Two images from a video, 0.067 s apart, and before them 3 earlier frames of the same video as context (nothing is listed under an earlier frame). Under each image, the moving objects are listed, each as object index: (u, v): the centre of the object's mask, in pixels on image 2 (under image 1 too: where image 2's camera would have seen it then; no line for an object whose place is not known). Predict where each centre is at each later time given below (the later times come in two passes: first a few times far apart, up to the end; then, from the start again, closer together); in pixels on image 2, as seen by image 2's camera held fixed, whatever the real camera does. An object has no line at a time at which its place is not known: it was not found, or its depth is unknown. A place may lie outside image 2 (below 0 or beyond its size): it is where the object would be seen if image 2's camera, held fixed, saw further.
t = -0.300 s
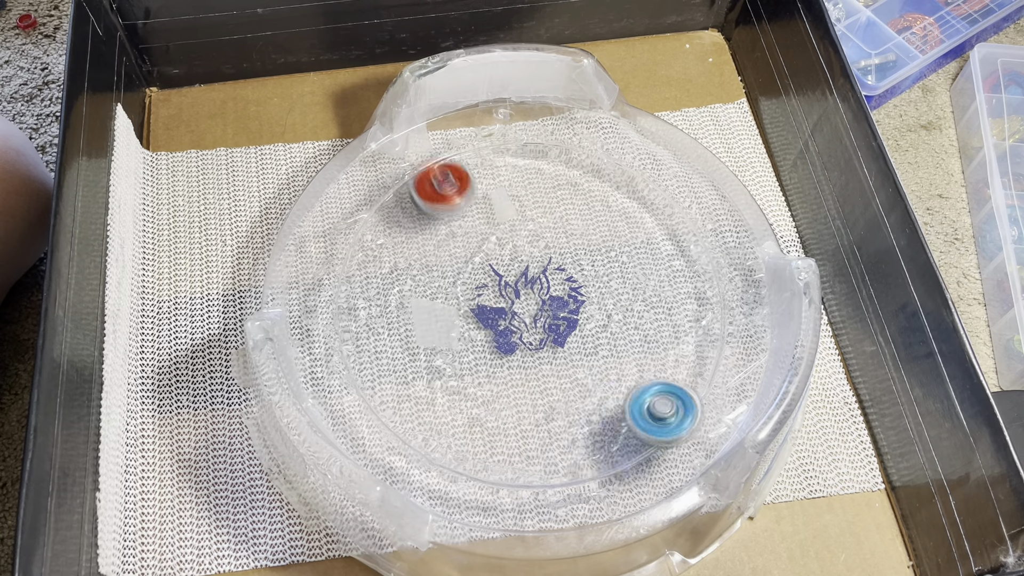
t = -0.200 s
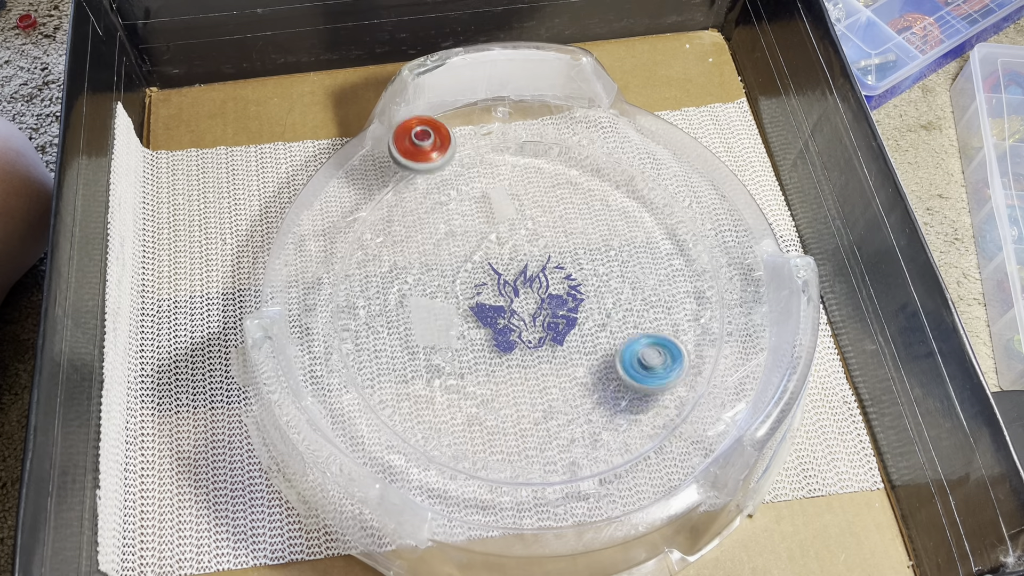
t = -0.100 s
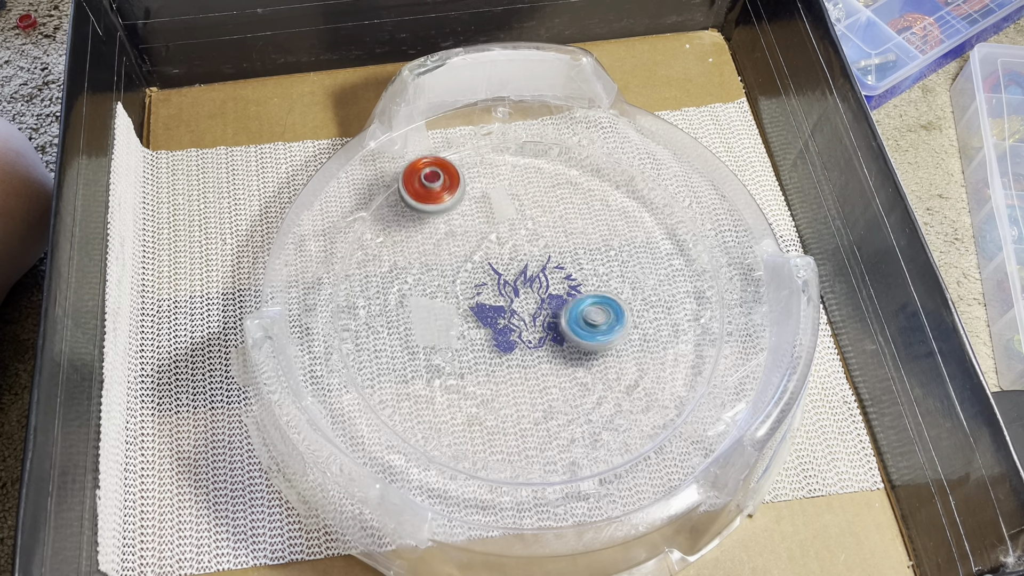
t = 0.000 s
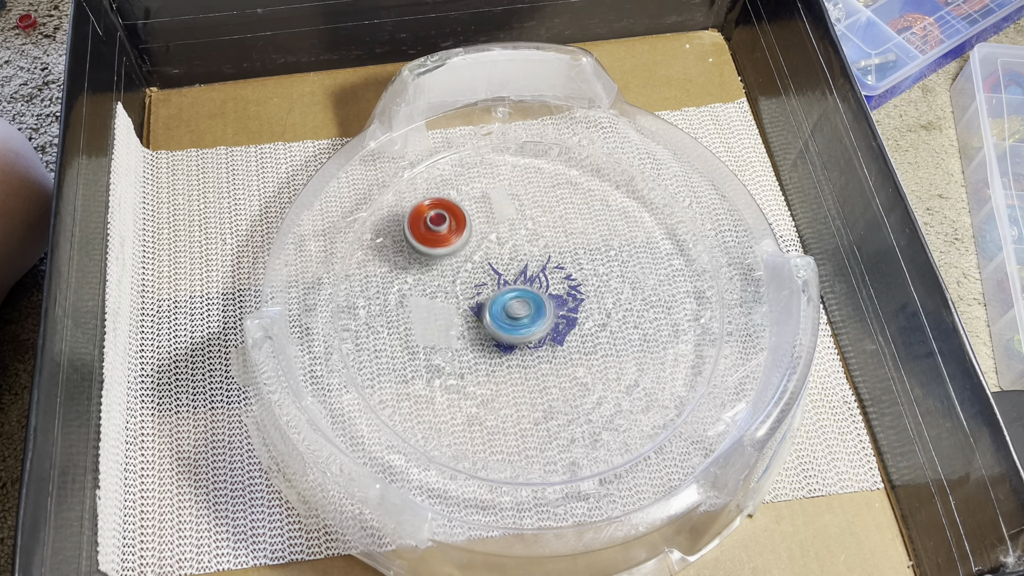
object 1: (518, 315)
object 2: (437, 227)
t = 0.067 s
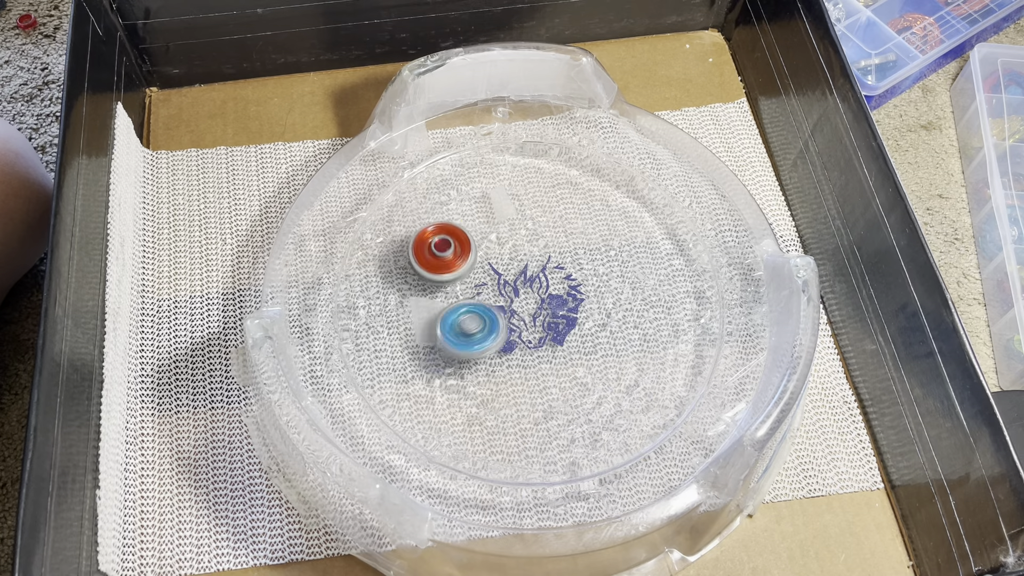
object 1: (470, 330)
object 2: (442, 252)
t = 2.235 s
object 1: (455, 219)
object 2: (457, 350)
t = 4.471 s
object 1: (519, 319)
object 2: (430, 294)
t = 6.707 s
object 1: (531, 301)
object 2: (653, 311)
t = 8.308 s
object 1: (521, 286)
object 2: (493, 346)
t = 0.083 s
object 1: (458, 336)
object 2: (443, 258)
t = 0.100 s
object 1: (448, 343)
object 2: (445, 263)
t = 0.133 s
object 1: (434, 359)
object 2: (448, 272)
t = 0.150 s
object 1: (427, 369)
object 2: (450, 276)
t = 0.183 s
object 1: (420, 388)
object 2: (453, 285)
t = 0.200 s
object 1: (418, 398)
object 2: (455, 289)
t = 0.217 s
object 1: (417, 408)
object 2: (457, 293)
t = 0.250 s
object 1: (415, 428)
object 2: (462, 301)
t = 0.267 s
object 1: (422, 434)
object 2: (464, 304)
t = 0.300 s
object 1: (449, 441)
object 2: (469, 311)
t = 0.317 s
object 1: (461, 443)
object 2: (472, 314)
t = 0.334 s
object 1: (471, 444)
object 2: (475, 317)
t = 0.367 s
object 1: (487, 446)
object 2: (482, 323)
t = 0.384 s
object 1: (494, 445)
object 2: (485, 325)
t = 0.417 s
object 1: (506, 442)
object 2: (492, 330)
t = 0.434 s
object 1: (513, 438)
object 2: (496, 332)
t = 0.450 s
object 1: (519, 434)
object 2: (499, 334)
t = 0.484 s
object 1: (532, 423)
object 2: (507, 338)
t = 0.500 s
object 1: (538, 416)
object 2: (511, 340)
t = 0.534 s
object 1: (548, 402)
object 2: (517, 338)
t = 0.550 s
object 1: (553, 398)
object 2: (518, 332)
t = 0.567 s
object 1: (557, 393)
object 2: (519, 326)
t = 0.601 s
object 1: (561, 379)
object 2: (521, 319)
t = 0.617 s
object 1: (560, 373)
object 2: (523, 315)
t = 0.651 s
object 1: (586, 412)
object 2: (504, 248)
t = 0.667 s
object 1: (598, 429)
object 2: (495, 216)
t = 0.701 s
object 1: (617, 449)
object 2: (481, 155)
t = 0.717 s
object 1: (621, 443)
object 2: (473, 126)
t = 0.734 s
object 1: (627, 440)
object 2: (472, 114)
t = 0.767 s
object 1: (633, 428)
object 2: (472, 118)
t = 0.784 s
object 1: (636, 422)
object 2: (473, 123)
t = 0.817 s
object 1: (642, 410)
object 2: (473, 141)
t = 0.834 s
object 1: (645, 405)
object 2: (474, 153)
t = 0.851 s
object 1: (648, 398)
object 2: (475, 167)
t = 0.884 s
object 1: (650, 383)
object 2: (475, 184)
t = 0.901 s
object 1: (650, 376)
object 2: (474, 194)
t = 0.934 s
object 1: (645, 360)
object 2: (474, 211)
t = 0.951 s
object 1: (642, 352)
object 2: (473, 220)
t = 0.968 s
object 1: (637, 344)
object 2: (473, 228)
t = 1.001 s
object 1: (624, 330)
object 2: (473, 243)
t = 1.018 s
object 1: (615, 322)
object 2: (474, 251)
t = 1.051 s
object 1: (596, 312)
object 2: (474, 264)
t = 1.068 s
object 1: (585, 308)
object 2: (475, 270)
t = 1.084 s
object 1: (573, 305)
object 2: (476, 276)
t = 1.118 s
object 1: (552, 300)
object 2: (478, 286)
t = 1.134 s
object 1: (544, 300)
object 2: (476, 289)
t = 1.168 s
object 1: (533, 301)
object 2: (459, 292)
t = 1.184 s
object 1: (525, 302)
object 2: (452, 292)
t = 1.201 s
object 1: (514, 303)
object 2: (445, 295)
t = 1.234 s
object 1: (499, 308)
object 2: (437, 299)
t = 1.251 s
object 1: (491, 314)
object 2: (428, 295)
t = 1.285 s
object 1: (476, 327)
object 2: (407, 287)
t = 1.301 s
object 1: (466, 333)
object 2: (396, 287)
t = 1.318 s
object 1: (459, 340)
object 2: (387, 288)
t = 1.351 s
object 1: (446, 356)
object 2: (376, 288)
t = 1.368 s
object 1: (441, 364)
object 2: (372, 290)
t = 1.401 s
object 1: (433, 381)
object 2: (368, 295)
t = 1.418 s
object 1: (430, 389)
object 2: (368, 297)
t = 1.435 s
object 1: (428, 397)
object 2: (368, 301)
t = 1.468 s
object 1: (425, 414)
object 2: (368, 305)
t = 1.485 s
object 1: (424, 421)
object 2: (369, 307)
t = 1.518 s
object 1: (423, 435)
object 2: (371, 312)
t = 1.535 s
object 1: (434, 436)
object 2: (372, 315)
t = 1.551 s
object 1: (445, 436)
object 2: (373, 316)
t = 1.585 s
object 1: (462, 438)
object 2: (376, 321)
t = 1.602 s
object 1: (469, 438)
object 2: (378, 324)
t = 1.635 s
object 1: (480, 438)
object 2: (383, 329)
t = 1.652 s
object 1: (484, 437)
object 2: (386, 332)
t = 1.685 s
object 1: (492, 435)
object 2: (392, 337)
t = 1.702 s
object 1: (496, 432)
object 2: (395, 340)
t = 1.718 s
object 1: (500, 428)
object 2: (399, 341)
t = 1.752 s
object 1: (509, 420)
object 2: (405, 345)
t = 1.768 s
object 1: (514, 415)
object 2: (409, 346)
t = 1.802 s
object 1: (521, 402)
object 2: (417, 351)
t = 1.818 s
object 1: (522, 396)
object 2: (421, 353)
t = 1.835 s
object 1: (525, 389)
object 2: (425, 354)
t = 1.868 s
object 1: (524, 373)
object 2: (434, 358)
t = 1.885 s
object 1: (523, 365)
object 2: (438, 358)
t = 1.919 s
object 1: (519, 349)
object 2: (447, 359)
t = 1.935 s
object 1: (523, 340)
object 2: (442, 360)
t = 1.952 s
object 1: (529, 331)
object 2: (437, 360)
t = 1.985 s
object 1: (536, 314)
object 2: (433, 360)
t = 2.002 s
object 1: (537, 306)
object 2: (433, 360)
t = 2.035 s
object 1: (532, 289)
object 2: (434, 360)
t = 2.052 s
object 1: (530, 280)
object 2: (435, 359)
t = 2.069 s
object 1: (525, 272)
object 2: (437, 359)
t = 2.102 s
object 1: (514, 257)
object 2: (440, 357)
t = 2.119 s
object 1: (508, 251)
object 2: (442, 357)
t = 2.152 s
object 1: (495, 238)
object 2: (446, 355)
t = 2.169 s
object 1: (487, 233)
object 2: (448, 354)
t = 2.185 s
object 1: (479, 228)
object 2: (450, 353)
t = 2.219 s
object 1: (463, 222)
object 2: (454, 351)
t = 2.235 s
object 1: (455, 219)
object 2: (457, 350)
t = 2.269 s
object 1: (438, 216)
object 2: (461, 347)
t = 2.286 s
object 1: (430, 216)
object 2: (463, 345)
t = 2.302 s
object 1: (423, 218)
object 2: (465, 344)
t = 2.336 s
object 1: (408, 221)
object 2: (470, 340)
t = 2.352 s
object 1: (403, 225)
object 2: (472, 338)
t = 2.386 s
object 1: (393, 233)
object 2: (476, 335)
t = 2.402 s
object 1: (389, 238)
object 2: (478, 333)
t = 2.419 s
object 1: (385, 244)
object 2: (480, 331)
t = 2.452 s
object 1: (383, 256)
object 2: (484, 327)
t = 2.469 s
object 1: (384, 264)
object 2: (486, 324)
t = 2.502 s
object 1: (389, 278)
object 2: (490, 320)
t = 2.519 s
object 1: (392, 285)
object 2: (492, 317)
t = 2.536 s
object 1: (397, 293)
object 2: (493, 315)
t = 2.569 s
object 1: (411, 305)
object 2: (496, 311)
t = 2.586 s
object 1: (419, 311)
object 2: (498, 309)
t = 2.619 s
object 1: (430, 319)
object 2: (508, 303)
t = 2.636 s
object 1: (435, 322)
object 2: (515, 301)
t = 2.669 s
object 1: (447, 327)
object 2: (526, 295)
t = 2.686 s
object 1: (457, 329)
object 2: (530, 291)
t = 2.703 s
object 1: (466, 331)
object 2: (534, 288)
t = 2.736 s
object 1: (486, 329)
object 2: (538, 280)
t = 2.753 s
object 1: (494, 327)
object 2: (541, 276)
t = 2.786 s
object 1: (500, 334)
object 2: (554, 258)
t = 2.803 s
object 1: (503, 335)
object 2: (560, 249)
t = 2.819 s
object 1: (508, 336)
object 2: (565, 241)
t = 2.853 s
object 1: (520, 335)
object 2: (571, 227)
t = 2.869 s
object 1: (526, 333)
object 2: (573, 221)
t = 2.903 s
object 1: (539, 327)
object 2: (574, 210)
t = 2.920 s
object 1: (544, 323)
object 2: (574, 205)
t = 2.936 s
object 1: (550, 319)
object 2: (573, 201)
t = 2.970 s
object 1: (558, 309)
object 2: (572, 195)
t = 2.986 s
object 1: (562, 304)
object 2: (571, 193)
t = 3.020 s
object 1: (565, 293)
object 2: (570, 189)
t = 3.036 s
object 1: (566, 287)
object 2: (569, 187)
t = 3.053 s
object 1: (566, 281)
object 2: (568, 185)
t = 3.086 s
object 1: (565, 269)
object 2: (566, 183)
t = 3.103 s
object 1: (563, 264)
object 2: (565, 183)
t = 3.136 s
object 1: (558, 252)
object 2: (563, 183)
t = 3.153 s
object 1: (553, 253)
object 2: (563, 178)
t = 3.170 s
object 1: (545, 259)
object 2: (566, 164)
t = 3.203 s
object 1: (530, 272)
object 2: (571, 140)
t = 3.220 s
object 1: (524, 275)
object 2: (572, 130)
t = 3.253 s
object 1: (515, 282)
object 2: (571, 118)
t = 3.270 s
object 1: (511, 287)
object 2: (570, 115)
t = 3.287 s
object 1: (507, 290)
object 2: (568, 117)
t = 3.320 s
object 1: (503, 298)
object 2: (564, 121)
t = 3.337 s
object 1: (502, 303)
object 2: (562, 124)
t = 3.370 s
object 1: (502, 311)
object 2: (558, 130)
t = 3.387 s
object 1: (502, 316)
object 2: (556, 134)
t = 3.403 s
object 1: (503, 320)
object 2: (553, 140)
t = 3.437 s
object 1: (507, 328)
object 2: (548, 151)
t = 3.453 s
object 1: (511, 331)
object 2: (546, 157)
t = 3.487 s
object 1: (517, 337)
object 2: (541, 170)
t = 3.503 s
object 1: (521, 340)
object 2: (539, 176)
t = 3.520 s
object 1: (526, 341)
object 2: (536, 184)
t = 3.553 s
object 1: (535, 342)
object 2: (533, 196)
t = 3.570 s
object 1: (540, 342)
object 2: (532, 203)
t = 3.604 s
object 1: (549, 339)
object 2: (530, 217)
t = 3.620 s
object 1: (553, 337)
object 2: (529, 224)
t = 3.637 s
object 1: (556, 334)
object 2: (529, 230)
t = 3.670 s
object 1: (561, 326)
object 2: (529, 242)
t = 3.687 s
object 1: (562, 323)
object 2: (529, 247)
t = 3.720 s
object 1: (562, 316)
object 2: (531, 257)
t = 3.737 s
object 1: (567, 329)
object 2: (528, 243)
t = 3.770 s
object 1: (578, 356)
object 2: (520, 213)
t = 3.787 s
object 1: (583, 367)
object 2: (517, 201)
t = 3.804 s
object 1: (586, 375)
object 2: (514, 190)
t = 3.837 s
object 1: (596, 386)
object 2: (509, 174)
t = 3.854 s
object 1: (600, 389)
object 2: (506, 168)
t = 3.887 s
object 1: (611, 392)
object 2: (502, 162)
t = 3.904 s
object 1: (617, 392)
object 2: (500, 162)
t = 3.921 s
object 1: (622, 392)
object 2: (497, 164)
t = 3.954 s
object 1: (632, 390)
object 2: (493, 169)
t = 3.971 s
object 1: (637, 389)
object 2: (491, 173)
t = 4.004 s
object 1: (644, 384)
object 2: (487, 181)
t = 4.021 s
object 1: (647, 381)
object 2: (485, 186)
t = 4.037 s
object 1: (648, 378)
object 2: (484, 190)
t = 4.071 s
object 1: (649, 368)
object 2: (481, 201)
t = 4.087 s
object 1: (648, 364)
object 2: (481, 207)
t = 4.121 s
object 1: (644, 354)
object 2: (480, 218)
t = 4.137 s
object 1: (639, 349)
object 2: (480, 224)
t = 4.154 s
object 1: (635, 345)
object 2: (479, 231)
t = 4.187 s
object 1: (624, 337)
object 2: (479, 242)
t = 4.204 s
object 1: (619, 334)
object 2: (479, 248)
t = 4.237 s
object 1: (606, 328)
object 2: (480, 259)
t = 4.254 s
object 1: (599, 325)
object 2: (480, 264)
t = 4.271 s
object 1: (591, 323)
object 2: (481, 271)
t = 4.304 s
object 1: (576, 318)
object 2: (482, 281)
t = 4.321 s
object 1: (568, 316)
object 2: (483, 286)
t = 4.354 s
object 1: (554, 314)
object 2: (486, 296)
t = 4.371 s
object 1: (549, 315)
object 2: (481, 297)
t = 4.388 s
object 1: (546, 315)
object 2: (471, 294)
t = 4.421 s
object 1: (538, 317)
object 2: (450, 293)
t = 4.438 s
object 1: (531, 318)
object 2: (442, 293)
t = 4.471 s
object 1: (519, 319)
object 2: (430, 294)
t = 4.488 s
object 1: (513, 320)
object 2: (426, 295)
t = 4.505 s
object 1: (506, 321)
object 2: (423, 297)
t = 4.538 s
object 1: (494, 323)
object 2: (420, 303)
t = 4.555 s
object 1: (487, 324)
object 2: (421, 305)
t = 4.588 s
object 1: (477, 329)
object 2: (423, 308)
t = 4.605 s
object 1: (467, 336)
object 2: (419, 296)
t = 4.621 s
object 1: (459, 342)
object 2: (416, 288)
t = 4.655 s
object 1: (442, 356)
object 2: (412, 280)
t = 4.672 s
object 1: (437, 362)
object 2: (410, 278)
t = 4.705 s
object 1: (426, 370)
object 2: (407, 271)
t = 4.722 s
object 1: (422, 374)
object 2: (407, 268)
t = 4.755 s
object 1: (411, 382)
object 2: (408, 263)
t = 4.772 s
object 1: (405, 386)
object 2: (410, 263)
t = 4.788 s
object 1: (399, 389)
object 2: (412, 262)
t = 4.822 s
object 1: (388, 394)
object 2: (418, 261)
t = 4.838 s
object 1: (382, 397)
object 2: (420, 261)
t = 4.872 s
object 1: (388, 398)
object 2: (426, 261)
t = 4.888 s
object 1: (394, 400)
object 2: (429, 260)
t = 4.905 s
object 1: (396, 401)
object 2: (432, 261)
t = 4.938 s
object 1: (400, 401)
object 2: (437, 262)
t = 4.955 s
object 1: (401, 402)
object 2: (439, 262)
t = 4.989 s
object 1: (403, 400)
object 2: (443, 264)
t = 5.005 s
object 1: (402, 398)
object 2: (444, 265)
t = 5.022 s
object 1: (401, 396)
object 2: (445, 266)
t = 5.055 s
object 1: (398, 391)
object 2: (446, 268)
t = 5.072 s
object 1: (398, 389)
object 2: (446, 269)
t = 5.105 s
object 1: (395, 381)
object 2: (446, 272)
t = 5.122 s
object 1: (393, 378)
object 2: (445, 272)
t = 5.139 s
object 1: (391, 374)
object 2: (444, 273)
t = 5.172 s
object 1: (391, 366)
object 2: (444, 275)
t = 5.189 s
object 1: (392, 361)
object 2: (443, 275)
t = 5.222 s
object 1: (395, 353)
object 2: (442, 276)
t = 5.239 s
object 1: (395, 349)
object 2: (441, 277)
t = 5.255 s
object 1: (397, 345)
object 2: (441, 277)
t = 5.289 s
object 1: (401, 337)
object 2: (440, 279)
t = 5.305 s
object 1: (401, 334)
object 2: (441, 278)
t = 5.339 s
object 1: (404, 329)
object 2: (448, 274)
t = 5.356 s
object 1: (406, 325)
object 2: (450, 272)
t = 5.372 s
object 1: (408, 323)
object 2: (453, 271)
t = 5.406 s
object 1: (413, 317)
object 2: (460, 268)
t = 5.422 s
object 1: (414, 314)
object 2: (465, 266)
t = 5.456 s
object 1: (417, 308)
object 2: (477, 259)
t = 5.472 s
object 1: (419, 305)
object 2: (483, 257)
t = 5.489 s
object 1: (421, 301)
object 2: (488, 255)
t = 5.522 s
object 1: (427, 295)
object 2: (495, 253)
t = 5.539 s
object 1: (429, 292)
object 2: (498, 252)
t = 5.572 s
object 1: (435, 285)
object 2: (503, 250)
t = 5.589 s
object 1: (439, 282)
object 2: (505, 249)
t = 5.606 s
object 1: (442, 278)
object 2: (507, 247)
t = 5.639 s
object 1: (447, 271)
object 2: (514, 244)
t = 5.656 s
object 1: (451, 268)
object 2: (519, 244)
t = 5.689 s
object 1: (456, 261)
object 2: (527, 241)
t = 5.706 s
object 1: (459, 258)
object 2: (530, 240)
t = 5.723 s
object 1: (462, 255)
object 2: (533, 239)
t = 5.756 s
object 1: (469, 249)
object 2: (538, 236)
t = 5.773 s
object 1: (472, 245)
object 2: (540, 235)
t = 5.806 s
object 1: (475, 238)
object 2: (550, 232)
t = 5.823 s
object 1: (477, 235)
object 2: (559, 232)
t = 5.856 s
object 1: (481, 230)
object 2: (573, 229)
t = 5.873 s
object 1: (483, 227)
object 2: (579, 229)
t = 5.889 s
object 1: (487, 224)
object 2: (584, 227)
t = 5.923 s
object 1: (493, 221)
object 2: (592, 224)
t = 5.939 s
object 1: (496, 218)
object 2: (596, 223)
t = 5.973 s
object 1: (504, 215)
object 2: (601, 220)
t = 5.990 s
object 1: (507, 213)
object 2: (603, 218)
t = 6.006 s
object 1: (511, 211)
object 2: (605, 217)
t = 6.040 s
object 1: (517, 209)
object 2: (610, 215)
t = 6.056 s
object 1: (521, 208)
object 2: (612, 215)
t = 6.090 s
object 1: (527, 207)
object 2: (615, 214)
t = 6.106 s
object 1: (531, 206)
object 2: (616, 214)
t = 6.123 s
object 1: (534, 206)
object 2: (617, 214)
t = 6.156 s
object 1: (541, 205)
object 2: (619, 215)
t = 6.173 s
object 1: (544, 206)
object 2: (620, 216)
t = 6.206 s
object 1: (552, 208)
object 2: (621, 217)
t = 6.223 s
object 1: (549, 206)
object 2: (627, 221)
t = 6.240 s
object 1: (542, 205)
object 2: (638, 226)
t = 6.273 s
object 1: (535, 204)
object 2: (655, 237)
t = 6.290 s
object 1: (533, 205)
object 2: (661, 242)
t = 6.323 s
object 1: (531, 209)
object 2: (670, 250)
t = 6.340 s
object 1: (530, 212)
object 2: (673, 254)
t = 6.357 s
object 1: (528, 215)
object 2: (676, 257)
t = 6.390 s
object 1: (528, 222)
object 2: (680, 263)
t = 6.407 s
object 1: (528, 226)
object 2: (682, 266)
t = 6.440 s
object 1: (528, 233)
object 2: (683, 270)
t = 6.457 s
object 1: (527, 236)
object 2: (683, 273)
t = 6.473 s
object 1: (527, 241)
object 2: (683, 275)
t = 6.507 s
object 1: (528, 250)
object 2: (683, 280)
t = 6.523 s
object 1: (527, 254)
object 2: (682, 283)
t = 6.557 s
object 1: (528, 262)
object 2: (680, 288)
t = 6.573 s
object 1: (528, 267)
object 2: (677, 291)
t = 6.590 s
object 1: (528, 271)
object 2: (675, 293)
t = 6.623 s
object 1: (529, 280)
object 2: (670, 298)
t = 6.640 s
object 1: (530, 284)
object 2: (667, 300)
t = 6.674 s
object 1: (531, 292)
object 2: (661, 306)
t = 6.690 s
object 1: (531, 297)
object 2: (657, 308)
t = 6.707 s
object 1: (531, 301)
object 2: (653, 311)
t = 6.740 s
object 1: (533, 310)
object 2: (646, 317)
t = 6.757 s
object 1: (533, 314)
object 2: (642, 320)
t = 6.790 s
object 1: (533, 322)
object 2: (635, 327)
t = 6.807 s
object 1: (534, 326)
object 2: (631, 330)
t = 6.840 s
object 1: (535, 333)
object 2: (624, 337)
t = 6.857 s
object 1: (535, 337)
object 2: (619, 340)
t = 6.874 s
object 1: (536, 341)
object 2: (615, 344)
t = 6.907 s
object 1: (537, 344)
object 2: (608, 353)
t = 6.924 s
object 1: (521, 336)
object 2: (619, 365)
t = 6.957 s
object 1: (486, 319)
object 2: (645, 389)
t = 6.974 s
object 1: (470, 310)
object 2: (656, 400)
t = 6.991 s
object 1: (455, 303)
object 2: (664, 408)
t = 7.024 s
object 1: (428, 291)
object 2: (670, 414)
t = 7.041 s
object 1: (420, 287)
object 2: (671, 419)
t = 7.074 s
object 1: (406, 280)
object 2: (672, 423)
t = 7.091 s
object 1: (401, 280)
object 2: (671, 425)
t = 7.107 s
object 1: (399, 279)
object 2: (670, 426)
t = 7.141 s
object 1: (401, 278)
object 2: (668, 427)
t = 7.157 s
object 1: (401, 280)
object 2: (667, 427)
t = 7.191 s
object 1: (401, 284)
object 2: (666, 426)
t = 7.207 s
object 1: (401, 285)
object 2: (665, 425)
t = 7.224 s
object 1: (400, 287)
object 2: (664, 425)
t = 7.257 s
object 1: (403, 289)
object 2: (661, 423)
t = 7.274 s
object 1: (406, 291)
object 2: (659, 422)
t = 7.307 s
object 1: (410, 293)
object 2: (654, 419)
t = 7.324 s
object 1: (410, 295)
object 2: (652, 418)
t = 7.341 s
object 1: (413, 296)
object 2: (647, 417)
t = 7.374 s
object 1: (416, 299)
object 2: (636, 412)
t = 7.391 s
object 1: (418, 302)
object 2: (630, 410)
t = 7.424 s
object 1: (421, 306)
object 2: (616, 407)
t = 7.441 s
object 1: (422, 308)
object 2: (608, 406)
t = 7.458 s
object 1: (426, 309)
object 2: (599, 404)
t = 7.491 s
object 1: (435, 313)
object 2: (583, 400)
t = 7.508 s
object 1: (439, 315)
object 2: (574, 398)
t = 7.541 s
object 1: (450, 320)
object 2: (556, 393)
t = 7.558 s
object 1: (456, 321)
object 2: (546, 390)
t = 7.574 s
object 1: (463, 321)
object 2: (537, 388)
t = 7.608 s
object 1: (475, 321)
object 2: (518, 382)
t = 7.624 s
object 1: (481, 318)
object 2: (510, 379)
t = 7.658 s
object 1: (491, 313)
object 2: (494, 373)
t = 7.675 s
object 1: (495, 311)
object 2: (487, 370)
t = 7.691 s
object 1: (500, 309)
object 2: (481, 368)
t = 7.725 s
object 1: (507, 305)
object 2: (470, 363)
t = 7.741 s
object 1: (509, 303)
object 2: (464, 361)
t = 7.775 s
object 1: (514, 301)
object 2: (455, 357)
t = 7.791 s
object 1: (516, 299)
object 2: (452, 355)
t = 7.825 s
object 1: (518, 297)
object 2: (446, 351)
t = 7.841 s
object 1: (518, 296)
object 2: (444, 350)
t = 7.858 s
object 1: (519, 296)
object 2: (443, 349)
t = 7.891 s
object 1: (520, 294)
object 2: (442, 347)
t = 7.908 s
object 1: (520, 293)
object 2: (442, 347)
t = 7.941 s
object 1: (521, 292)
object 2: (443, 346)
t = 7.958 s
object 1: (521, 291)
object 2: (445, 346)
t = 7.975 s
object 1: (521, 290)
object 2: (447, 346)
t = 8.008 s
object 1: (521, 288)
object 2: (453, 345)
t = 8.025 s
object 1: (521, 287)
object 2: (456, 345)
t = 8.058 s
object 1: (520, 285)
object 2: (464, 345)
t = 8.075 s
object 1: (519, 284)
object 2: (468, 345)
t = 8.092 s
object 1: (519, 284)
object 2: (471, 345)
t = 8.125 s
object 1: (519, 284)
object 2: (479, 345)
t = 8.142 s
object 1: (519, 284)
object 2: (481, 345)
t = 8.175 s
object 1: (521, 285)
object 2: (487, 346)
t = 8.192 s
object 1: (521, 286)
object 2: (489, 346)
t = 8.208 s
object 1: (521, 287)
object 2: (490, 346)
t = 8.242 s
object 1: (521, 287)
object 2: (491, 346)
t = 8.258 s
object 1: (521, 287)
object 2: (492, 346)
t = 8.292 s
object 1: (521, 287)
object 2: (492, 346)
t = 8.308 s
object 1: (521, 286)
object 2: (493, 346)
